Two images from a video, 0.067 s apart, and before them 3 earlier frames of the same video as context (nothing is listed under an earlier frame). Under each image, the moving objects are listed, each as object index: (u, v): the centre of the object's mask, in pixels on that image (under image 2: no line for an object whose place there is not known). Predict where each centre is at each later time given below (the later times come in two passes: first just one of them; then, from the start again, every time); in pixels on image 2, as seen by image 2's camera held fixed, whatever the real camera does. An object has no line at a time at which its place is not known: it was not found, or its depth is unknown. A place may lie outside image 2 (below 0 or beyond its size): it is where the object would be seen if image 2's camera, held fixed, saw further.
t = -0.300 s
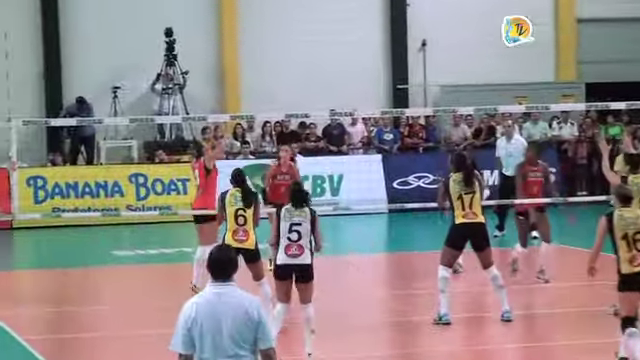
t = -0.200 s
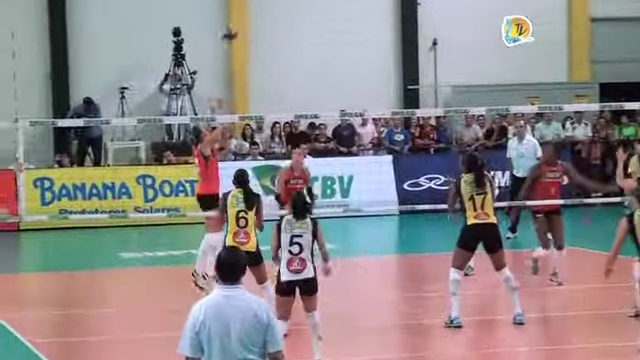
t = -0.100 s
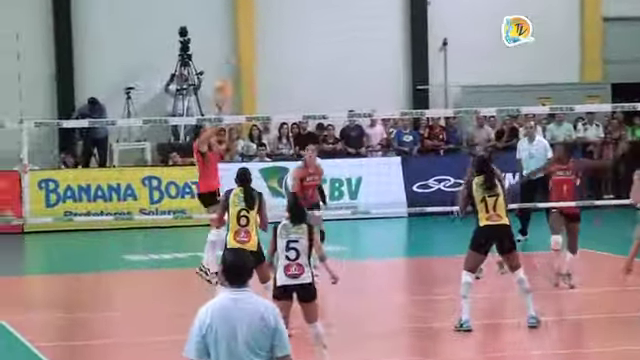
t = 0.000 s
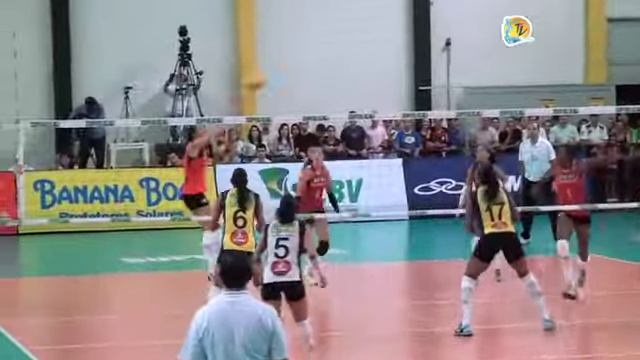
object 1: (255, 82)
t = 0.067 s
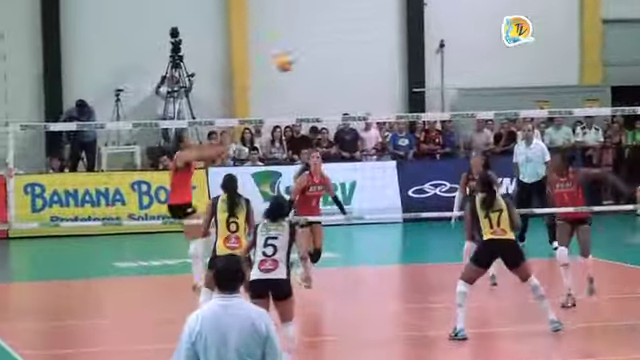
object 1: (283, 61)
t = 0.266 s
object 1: (395, 24)
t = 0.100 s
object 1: (303, 53)
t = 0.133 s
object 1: (320, 45)
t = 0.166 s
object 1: (339, 38)
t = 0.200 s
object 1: (358, 32)
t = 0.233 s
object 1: (376, 28)
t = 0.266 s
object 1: (395, 24)
